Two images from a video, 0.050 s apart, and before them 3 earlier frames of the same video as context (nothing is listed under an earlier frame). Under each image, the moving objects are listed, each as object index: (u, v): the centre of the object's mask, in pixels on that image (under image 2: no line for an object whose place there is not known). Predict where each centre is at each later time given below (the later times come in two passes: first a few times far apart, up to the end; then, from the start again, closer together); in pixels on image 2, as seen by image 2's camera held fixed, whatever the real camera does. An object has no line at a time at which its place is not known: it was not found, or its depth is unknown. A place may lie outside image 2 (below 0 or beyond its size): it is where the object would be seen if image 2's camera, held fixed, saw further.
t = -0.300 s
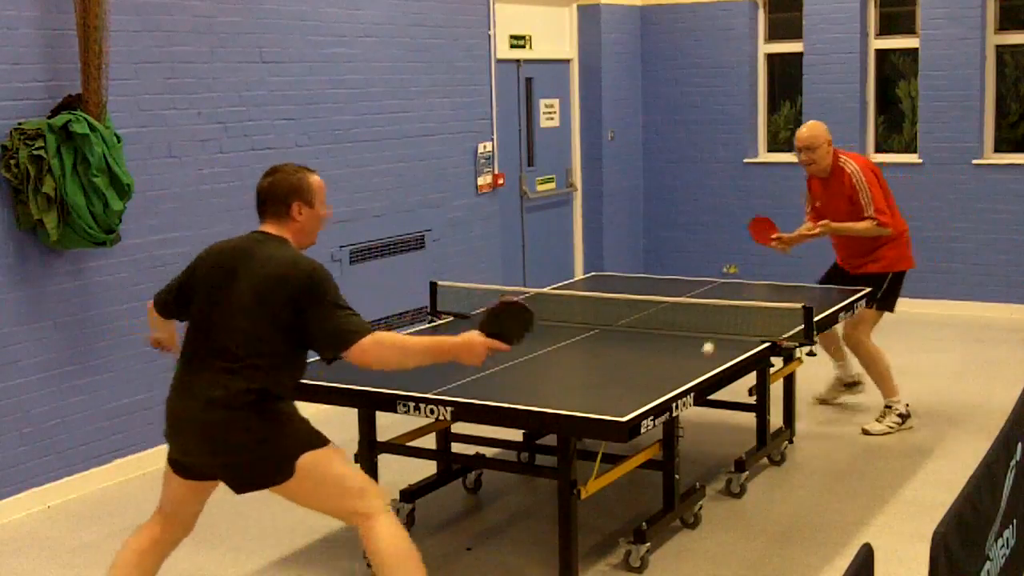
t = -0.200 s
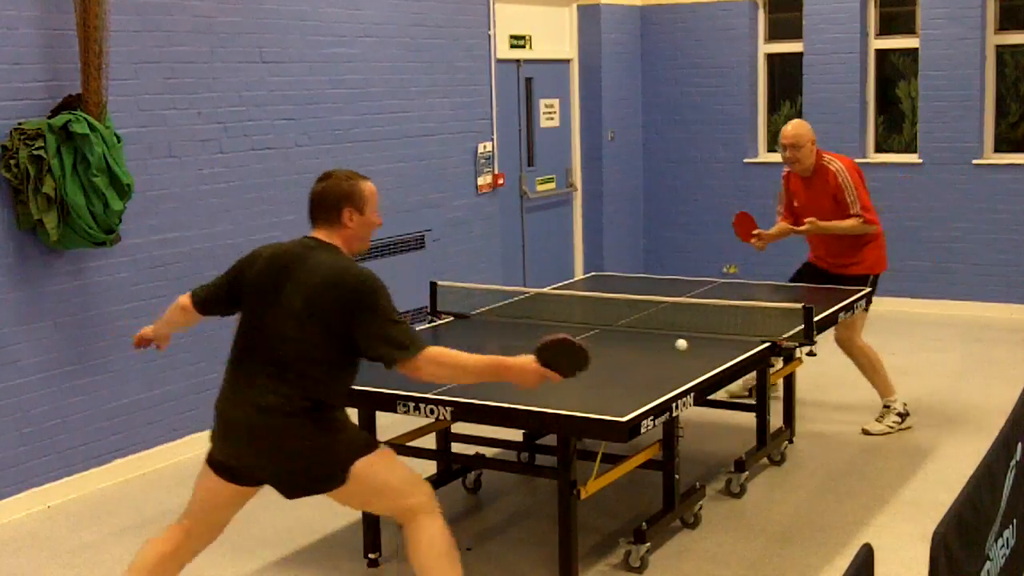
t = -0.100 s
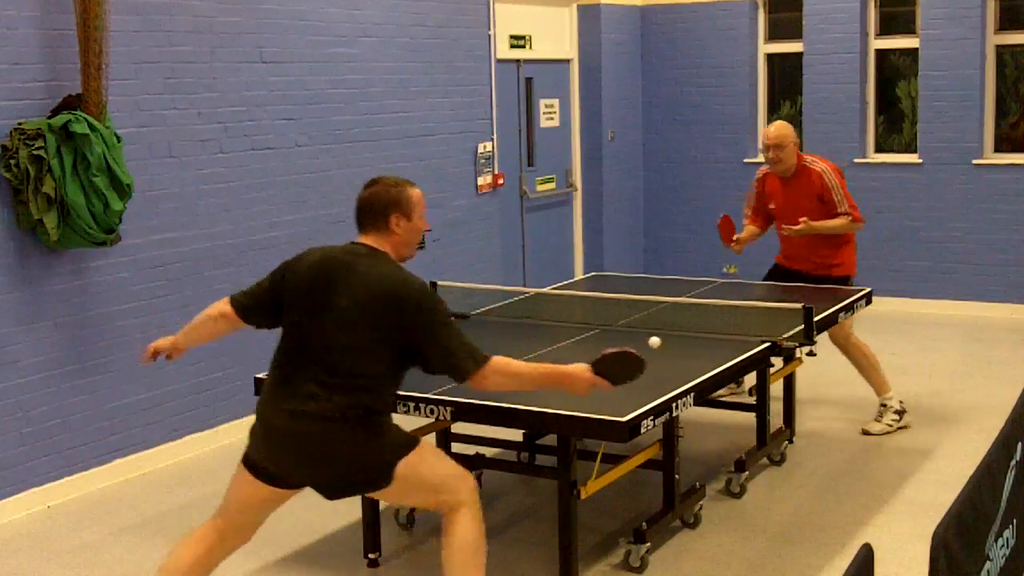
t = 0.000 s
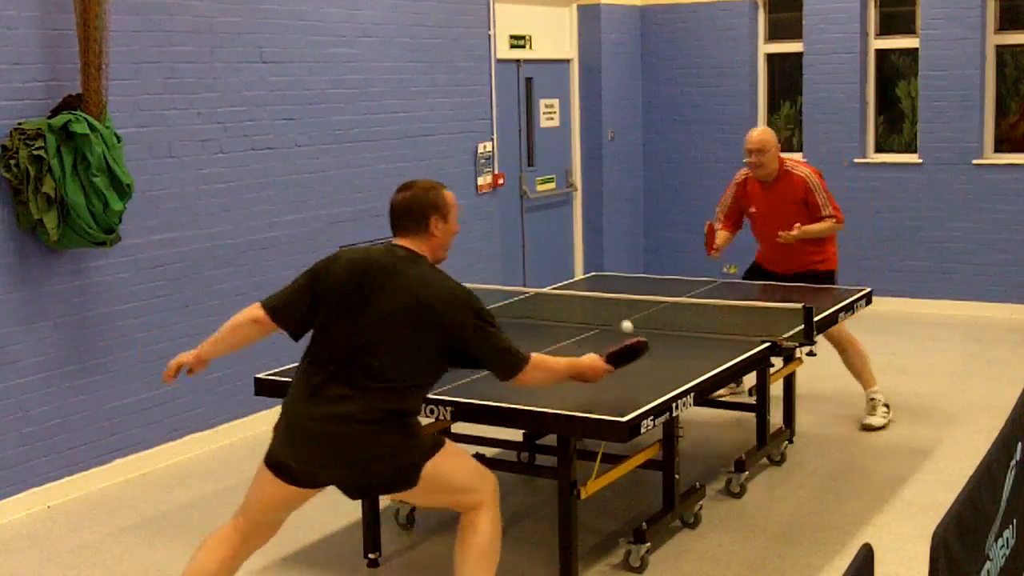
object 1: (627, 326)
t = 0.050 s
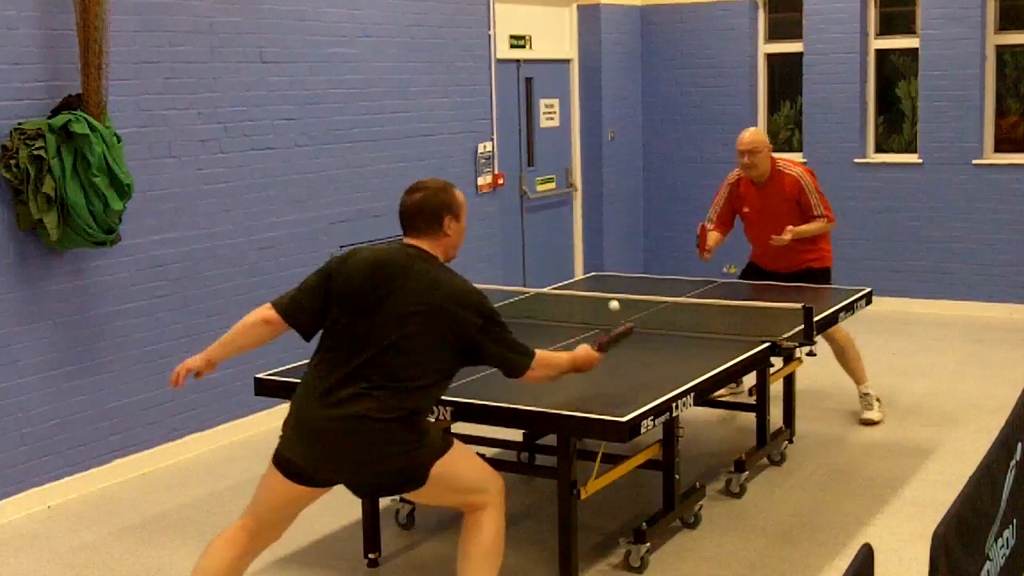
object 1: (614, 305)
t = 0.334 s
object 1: (551, 283)
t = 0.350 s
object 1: (548, 277)
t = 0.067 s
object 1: (610, 300)
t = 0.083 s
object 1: (606, 296)
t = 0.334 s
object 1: (551, 283)
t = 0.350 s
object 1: (548, 277)
